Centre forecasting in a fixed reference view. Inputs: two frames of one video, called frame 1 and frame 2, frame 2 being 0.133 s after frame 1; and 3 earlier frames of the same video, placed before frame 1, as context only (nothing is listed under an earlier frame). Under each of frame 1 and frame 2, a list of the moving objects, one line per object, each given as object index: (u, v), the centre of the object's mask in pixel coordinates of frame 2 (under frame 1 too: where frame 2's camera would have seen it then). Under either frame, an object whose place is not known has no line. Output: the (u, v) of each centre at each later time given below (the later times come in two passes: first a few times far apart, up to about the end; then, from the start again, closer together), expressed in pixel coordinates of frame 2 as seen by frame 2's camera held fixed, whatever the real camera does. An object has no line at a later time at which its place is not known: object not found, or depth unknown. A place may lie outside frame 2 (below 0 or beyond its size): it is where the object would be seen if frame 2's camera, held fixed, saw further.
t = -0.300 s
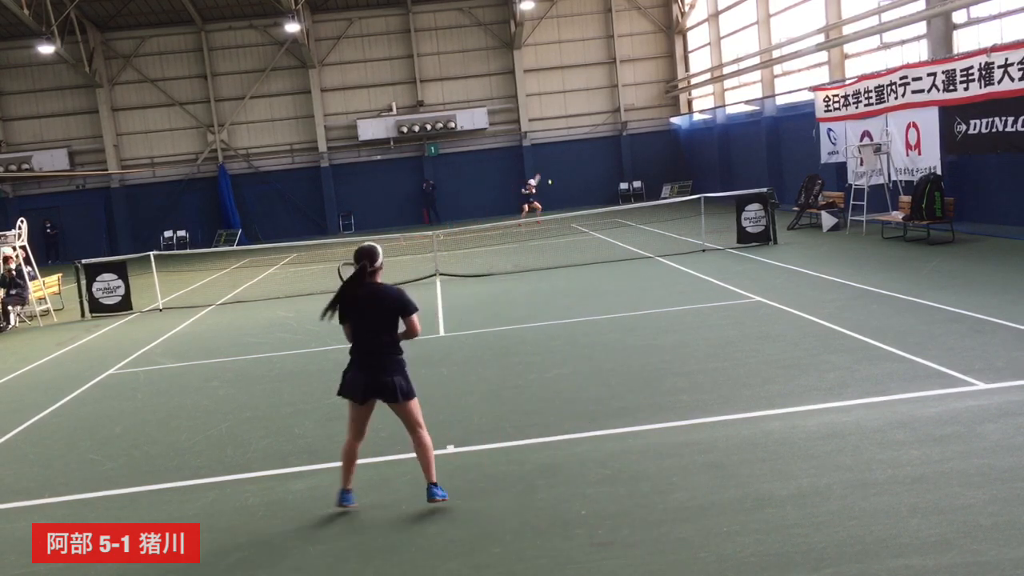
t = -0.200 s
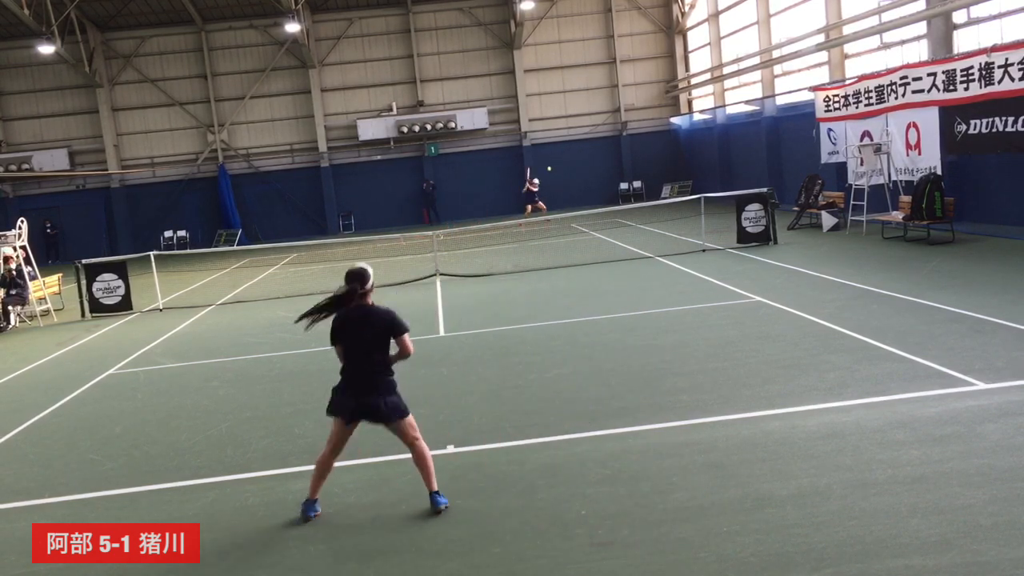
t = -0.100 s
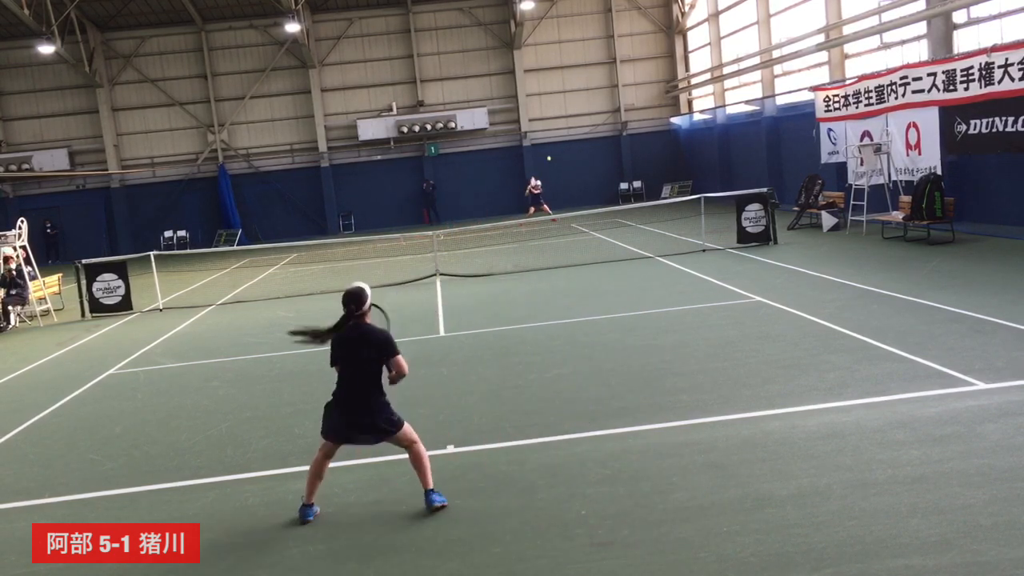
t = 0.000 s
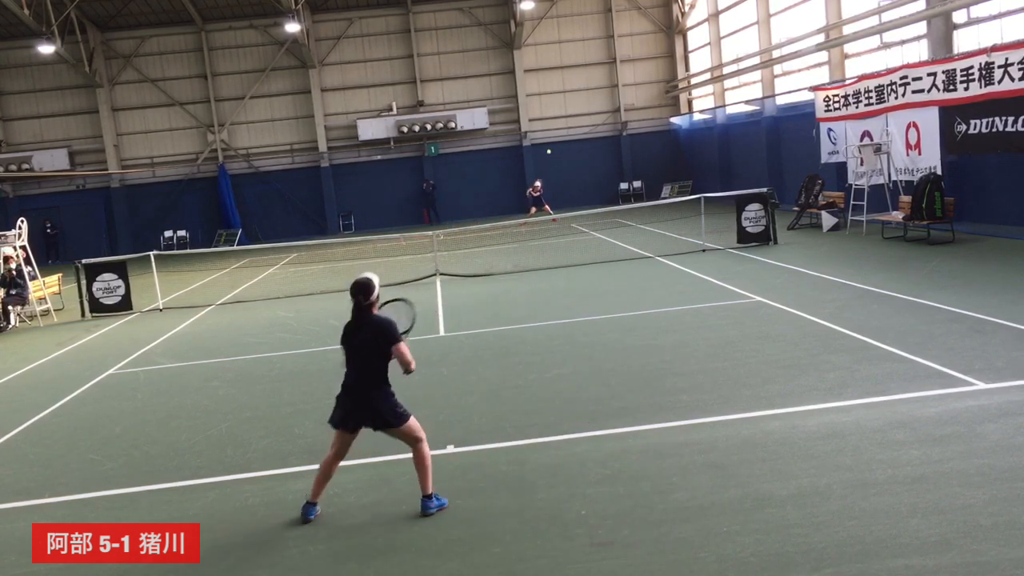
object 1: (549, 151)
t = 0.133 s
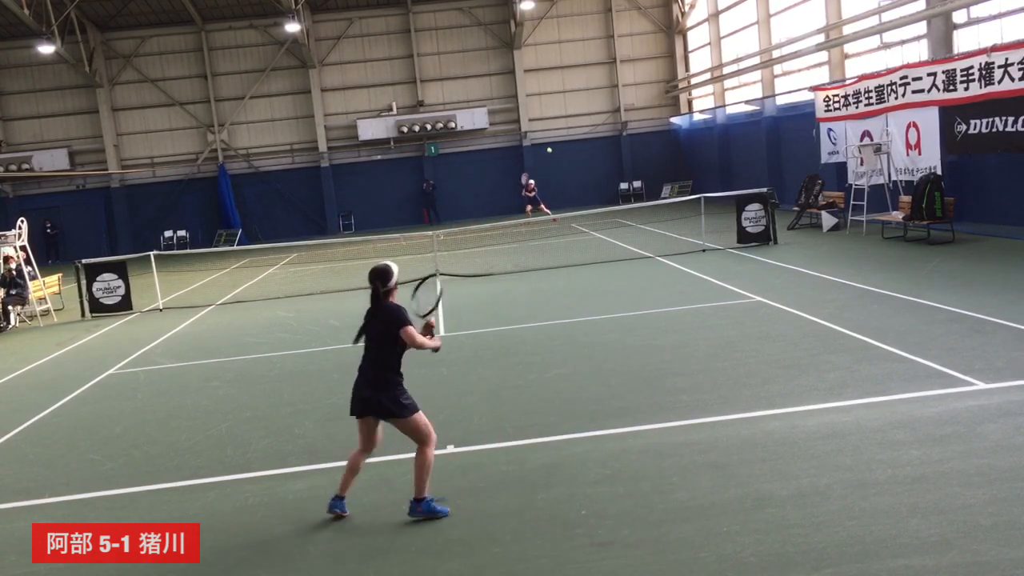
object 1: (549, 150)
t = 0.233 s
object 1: (550, 156)
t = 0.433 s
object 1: (553, 195)
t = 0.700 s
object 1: (564, 353)
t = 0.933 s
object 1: (554, 329)
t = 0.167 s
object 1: (549, 151)
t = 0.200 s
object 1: (549, 153)
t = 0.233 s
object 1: (550, 156)
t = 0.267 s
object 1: (550, 159)
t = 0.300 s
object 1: (550, 164)
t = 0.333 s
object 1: (551, 170)
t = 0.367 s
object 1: (551, 177)
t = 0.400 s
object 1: (552, 185)
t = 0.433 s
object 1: (553, 195)
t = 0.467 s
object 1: (553, 207)
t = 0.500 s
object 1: (554, 220)
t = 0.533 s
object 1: (555, 235)
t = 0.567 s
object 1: (557, 253)
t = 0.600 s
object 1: (558, 274)
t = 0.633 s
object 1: (559, 296)
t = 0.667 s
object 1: (561, 322)
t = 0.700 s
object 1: (564, 353)
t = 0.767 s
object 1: (564, 376)
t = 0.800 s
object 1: (562, 364)
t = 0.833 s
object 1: (560, 354)
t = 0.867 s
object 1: (558, 345)
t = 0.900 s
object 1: (556, 336)
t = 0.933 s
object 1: (554, 329)
